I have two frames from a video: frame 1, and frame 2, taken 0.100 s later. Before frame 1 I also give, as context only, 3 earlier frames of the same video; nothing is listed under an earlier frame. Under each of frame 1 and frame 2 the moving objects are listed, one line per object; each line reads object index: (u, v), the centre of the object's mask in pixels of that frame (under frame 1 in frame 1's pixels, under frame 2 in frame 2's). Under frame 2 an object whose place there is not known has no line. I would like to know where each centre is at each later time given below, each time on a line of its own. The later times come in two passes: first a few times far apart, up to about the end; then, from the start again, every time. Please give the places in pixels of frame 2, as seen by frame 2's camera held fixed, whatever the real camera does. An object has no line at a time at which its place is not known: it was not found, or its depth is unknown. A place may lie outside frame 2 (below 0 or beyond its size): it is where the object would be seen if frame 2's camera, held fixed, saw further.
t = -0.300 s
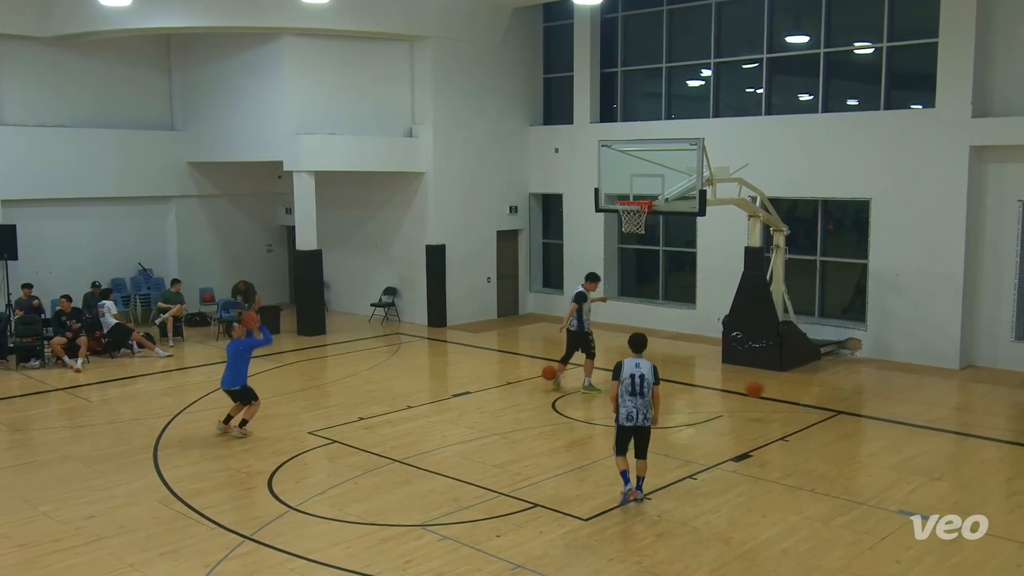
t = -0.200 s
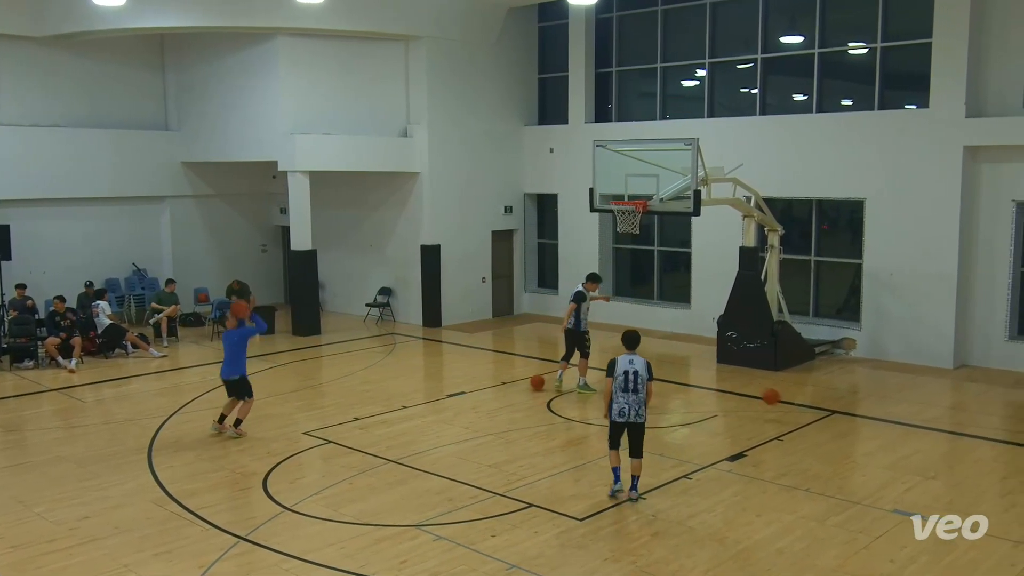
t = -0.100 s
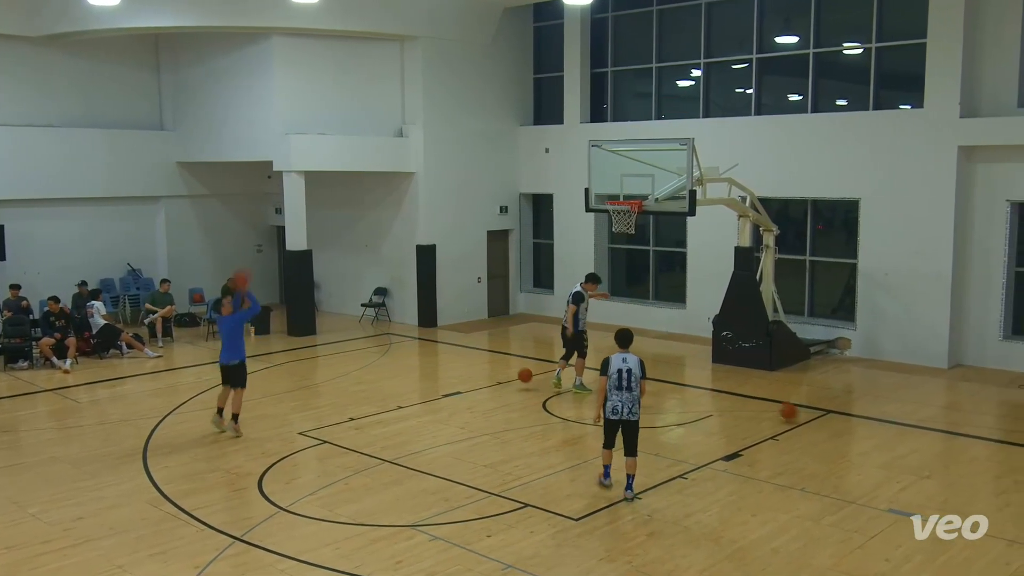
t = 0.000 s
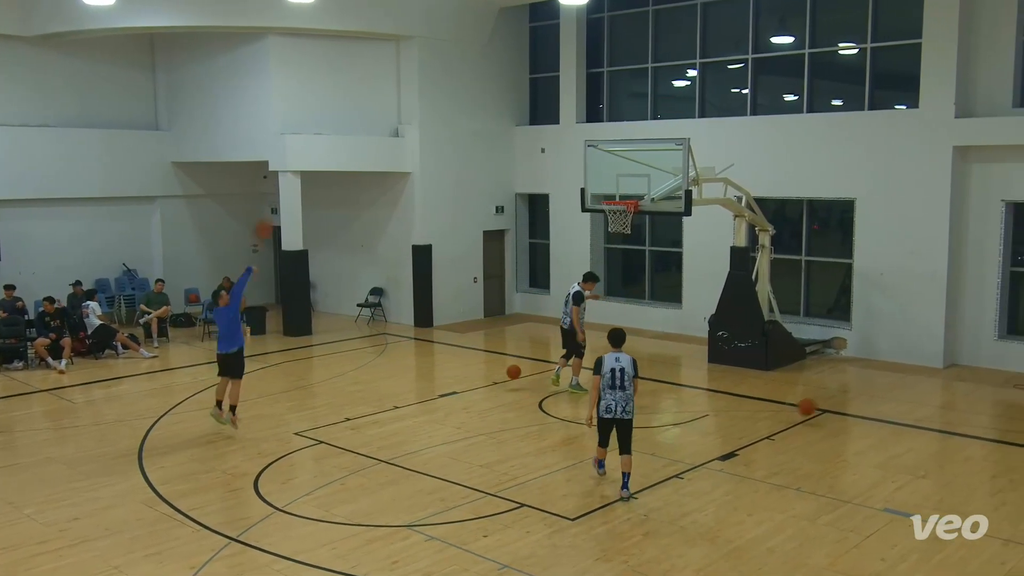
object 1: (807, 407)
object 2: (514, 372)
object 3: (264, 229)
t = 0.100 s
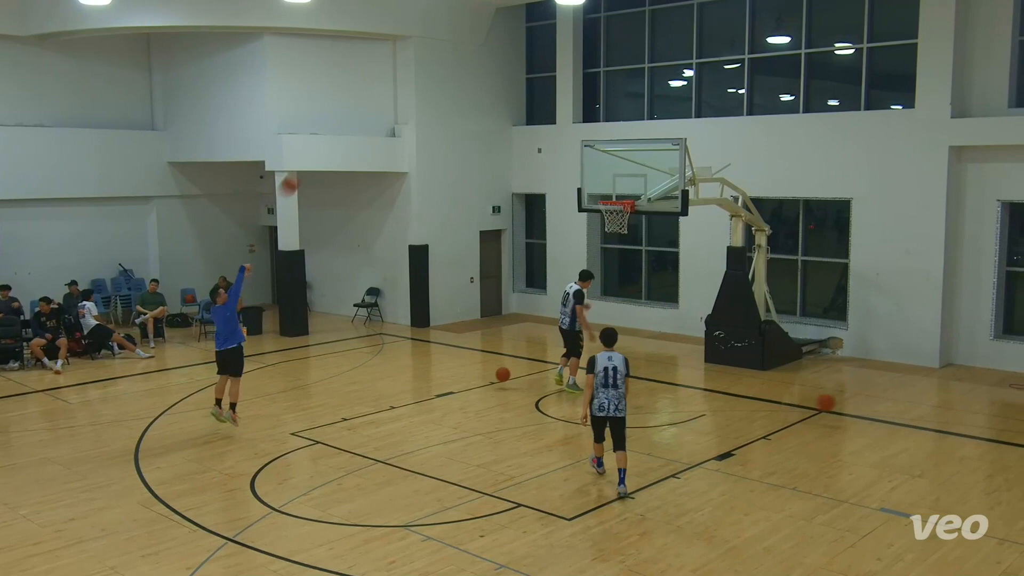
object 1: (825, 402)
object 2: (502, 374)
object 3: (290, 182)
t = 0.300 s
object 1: (871, 414)
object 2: (487, 375)
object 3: (350, 119)
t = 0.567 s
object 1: (933, 416)
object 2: (467, 376)
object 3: (427, 80)
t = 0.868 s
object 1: (1006, 426)
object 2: (445, 376)
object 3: (509, 98)
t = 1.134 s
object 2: (425, 375)
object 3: (578, 163)
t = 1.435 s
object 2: (404, 374)
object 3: (638, 190)
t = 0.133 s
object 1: (833, 402)
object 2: (500, 376)
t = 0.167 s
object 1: (841, 403)
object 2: (498, 379)
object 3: (311, 158)
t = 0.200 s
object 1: (849, 405)
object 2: (495, 380)
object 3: (321, 147)
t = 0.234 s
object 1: (856, 407)
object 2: (493, 377)
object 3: (330, 137)
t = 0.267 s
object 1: (864, 410)
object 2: (490, 376)
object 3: (340, 128)
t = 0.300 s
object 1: (871, 414)
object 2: (487, 375)
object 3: (350, 119)
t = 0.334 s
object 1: (878, 419)
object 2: (485, 374)
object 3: (360, 111)
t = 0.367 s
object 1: (887, 423)
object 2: (482, 374)
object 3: (370, 104)
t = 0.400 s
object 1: (895, 420)
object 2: (479, 375)
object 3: (379, 98)
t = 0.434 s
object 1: (903, 418)
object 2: (477, 376)
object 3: (389, 93)
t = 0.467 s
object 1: (910, 416)
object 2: (474, 378)
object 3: (399, 89)
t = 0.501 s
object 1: (917, 415)
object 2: (472, 379)
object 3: (408, 85)
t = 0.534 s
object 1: (926, 415)
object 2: (469, 377)
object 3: (418, 82)
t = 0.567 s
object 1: (933, 416)
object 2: (467, 376)
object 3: (427, 80)
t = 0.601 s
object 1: (941, 417)
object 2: (465, 375)
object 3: (437, 79)
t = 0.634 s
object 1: (949, 420)
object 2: (462, 376)
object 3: (445, 78)
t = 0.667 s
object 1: (957, 423)
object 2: (460, 376)
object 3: (455, 79)
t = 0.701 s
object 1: (966, 427)
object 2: (457, 378)
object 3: (464, 80)
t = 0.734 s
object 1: (974, 431)
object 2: (454, 377)
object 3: (474, 82)
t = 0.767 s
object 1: (981, 428)
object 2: (452, 376)
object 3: (482, 85)
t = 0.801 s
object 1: (989, 427)
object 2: (449, 375)
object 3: (492, 89)
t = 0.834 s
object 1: (998, 425)
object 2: (447, 375)
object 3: (501, 93)
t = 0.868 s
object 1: (1006, 426)
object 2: (445, 376)
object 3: (509, 98)
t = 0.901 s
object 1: (1015, 427)
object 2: (442, 376)
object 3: (518, 104)
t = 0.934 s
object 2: (439, 375)
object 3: (528, 110)
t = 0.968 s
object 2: (437, 375)
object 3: (536, 117)
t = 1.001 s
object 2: (434, 375)
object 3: (544, 124)
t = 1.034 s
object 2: (432, 376)
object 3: (553, 133)
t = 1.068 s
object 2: (430, 376)
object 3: (561, 143)
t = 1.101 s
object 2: (427, 375)
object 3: (569, 152)
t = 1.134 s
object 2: (425, 375)
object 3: (578, 163)
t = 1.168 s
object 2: (423, 375)
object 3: (586, 174)
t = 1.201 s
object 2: (420, 375)
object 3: (594, 185)
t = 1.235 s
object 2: (418, 374)
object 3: (602, 194)
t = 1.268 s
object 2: (416, 375)
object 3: (608, 193)
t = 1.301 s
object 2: (414, 374)
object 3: (616, 190)
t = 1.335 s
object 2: (411, 374)
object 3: (623, 189)
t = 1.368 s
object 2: (409, 374)
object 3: (630, 189)
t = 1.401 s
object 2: (406, 374)
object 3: (637, 190)
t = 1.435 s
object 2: (404, 374)
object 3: (638, 190)
